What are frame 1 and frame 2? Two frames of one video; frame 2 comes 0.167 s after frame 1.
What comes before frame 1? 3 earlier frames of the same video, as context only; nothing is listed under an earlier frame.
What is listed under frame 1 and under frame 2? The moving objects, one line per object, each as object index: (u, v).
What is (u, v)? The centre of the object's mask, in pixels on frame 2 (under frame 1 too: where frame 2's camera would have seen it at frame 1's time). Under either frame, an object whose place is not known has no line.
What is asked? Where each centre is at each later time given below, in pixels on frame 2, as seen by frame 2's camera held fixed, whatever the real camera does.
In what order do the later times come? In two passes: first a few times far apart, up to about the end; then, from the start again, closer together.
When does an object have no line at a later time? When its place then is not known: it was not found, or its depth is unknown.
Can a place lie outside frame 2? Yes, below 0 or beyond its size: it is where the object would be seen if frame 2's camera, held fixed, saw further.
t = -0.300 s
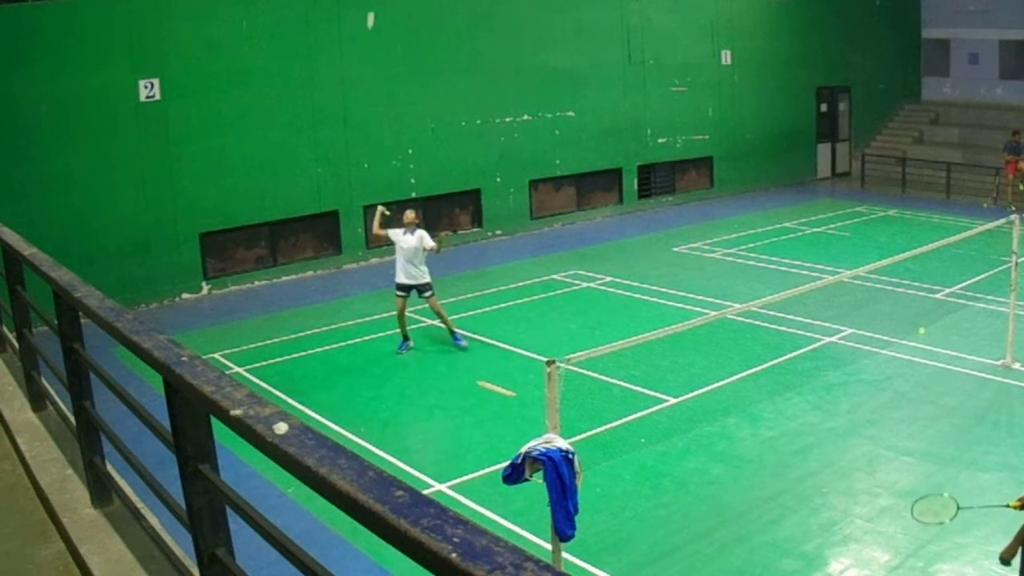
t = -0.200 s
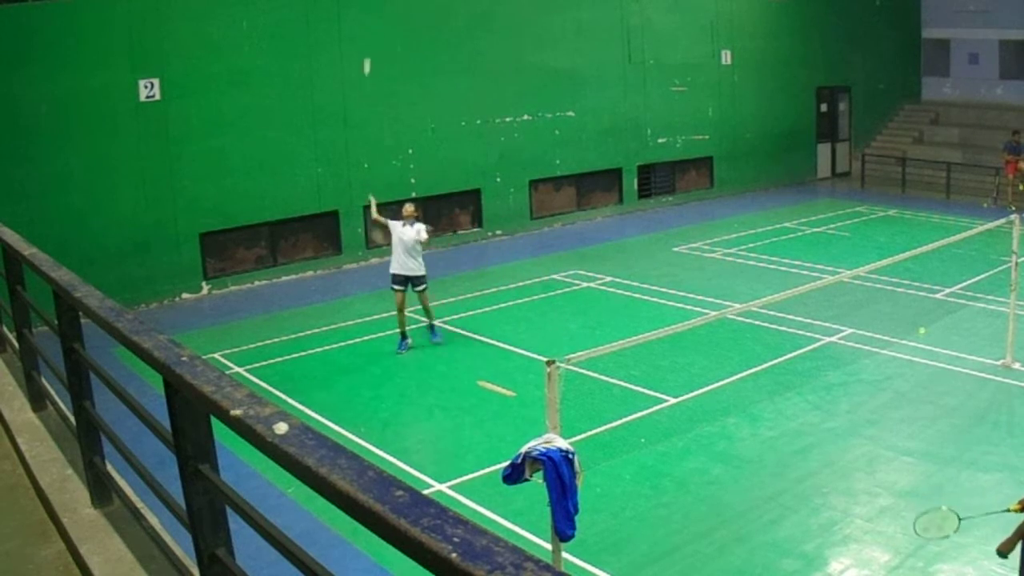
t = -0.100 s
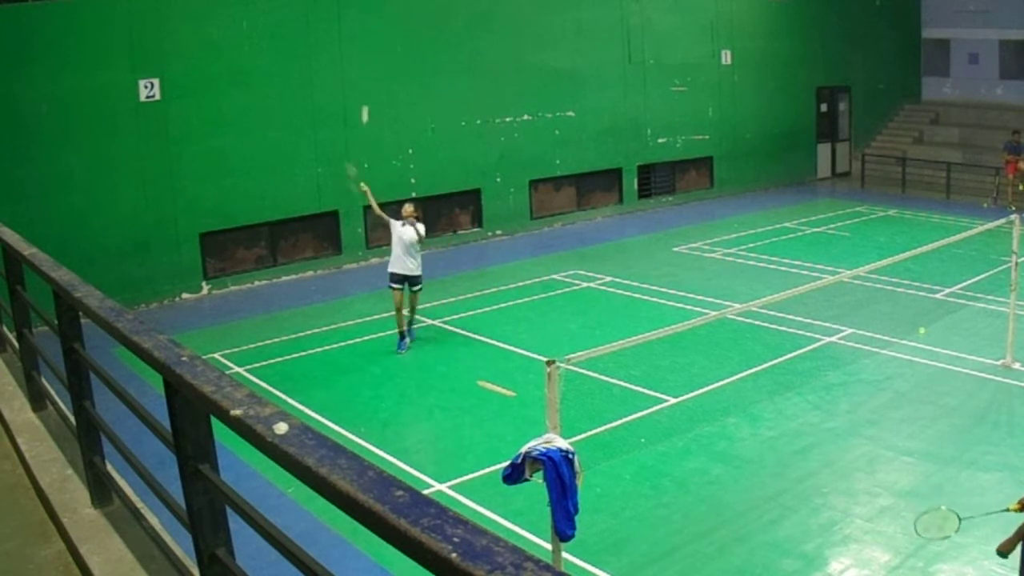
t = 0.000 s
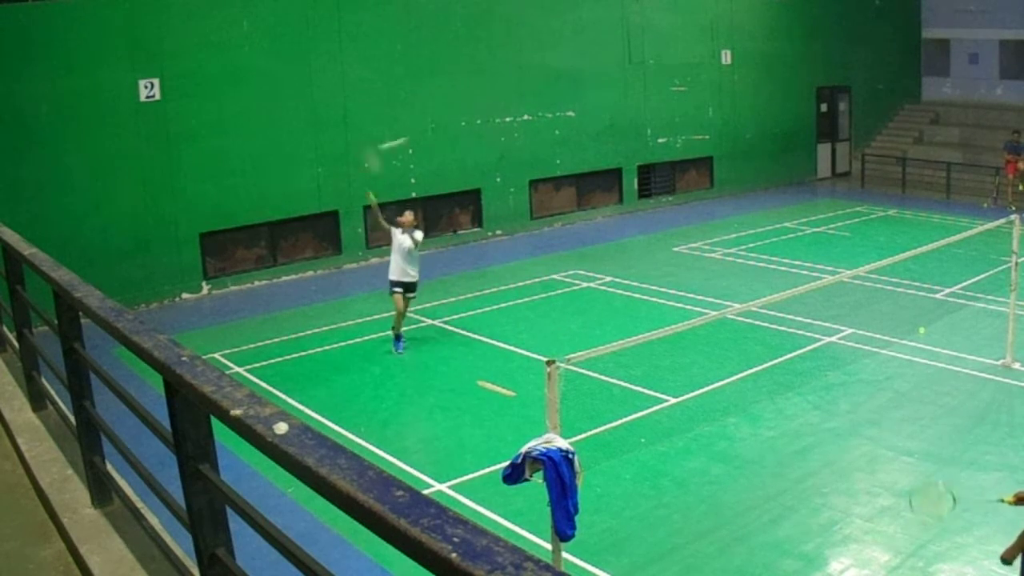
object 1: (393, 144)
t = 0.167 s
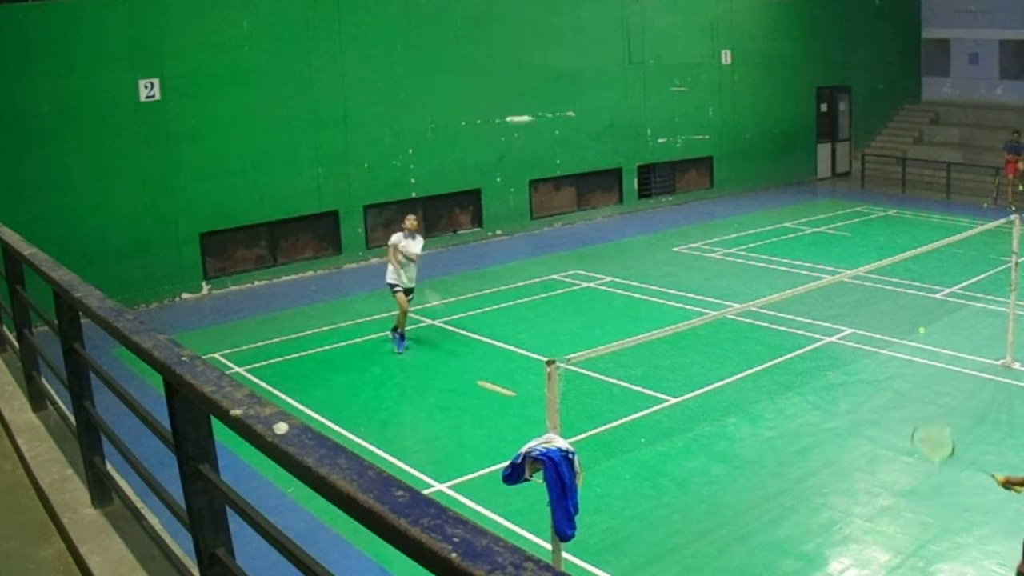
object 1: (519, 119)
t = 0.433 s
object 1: (693, 157)
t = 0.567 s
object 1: (768, 209)
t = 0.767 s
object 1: (863, 323)
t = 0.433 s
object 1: (693, 157)
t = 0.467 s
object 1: (713, 168)
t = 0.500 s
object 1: (733, 180)
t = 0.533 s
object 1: (750, 194)
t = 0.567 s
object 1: (768, 209)
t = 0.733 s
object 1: (851, 305)
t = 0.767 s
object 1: (863, 323)
